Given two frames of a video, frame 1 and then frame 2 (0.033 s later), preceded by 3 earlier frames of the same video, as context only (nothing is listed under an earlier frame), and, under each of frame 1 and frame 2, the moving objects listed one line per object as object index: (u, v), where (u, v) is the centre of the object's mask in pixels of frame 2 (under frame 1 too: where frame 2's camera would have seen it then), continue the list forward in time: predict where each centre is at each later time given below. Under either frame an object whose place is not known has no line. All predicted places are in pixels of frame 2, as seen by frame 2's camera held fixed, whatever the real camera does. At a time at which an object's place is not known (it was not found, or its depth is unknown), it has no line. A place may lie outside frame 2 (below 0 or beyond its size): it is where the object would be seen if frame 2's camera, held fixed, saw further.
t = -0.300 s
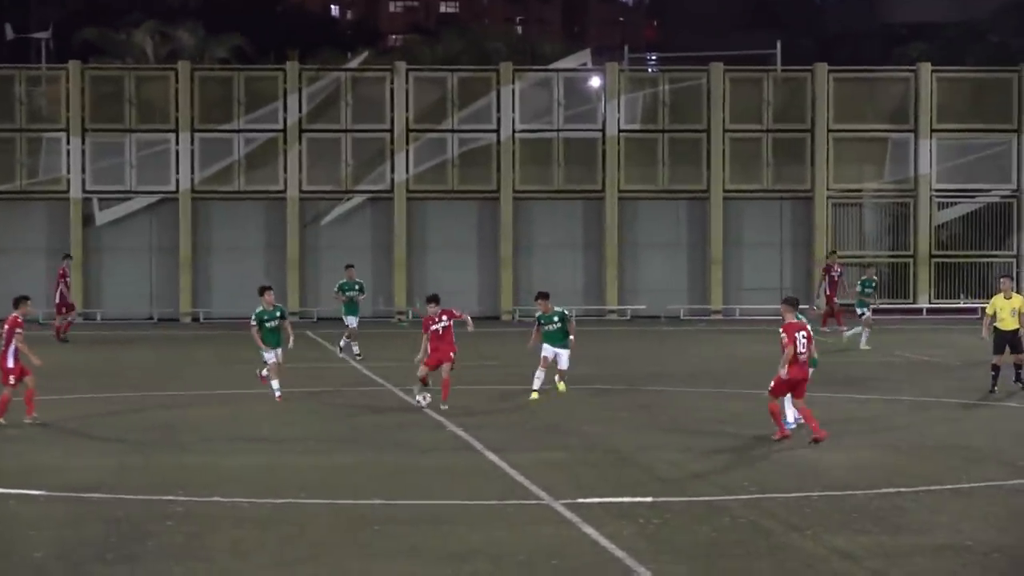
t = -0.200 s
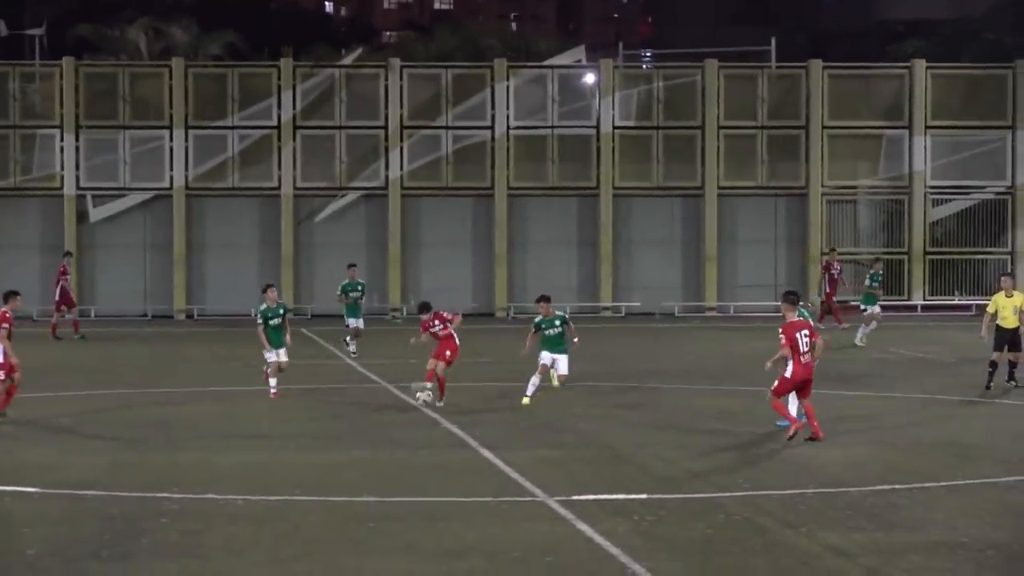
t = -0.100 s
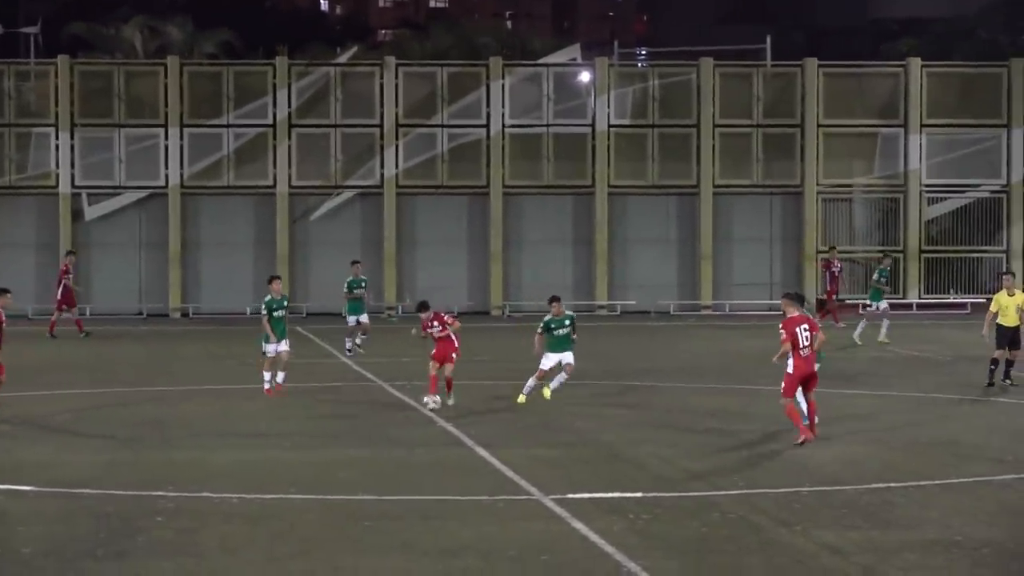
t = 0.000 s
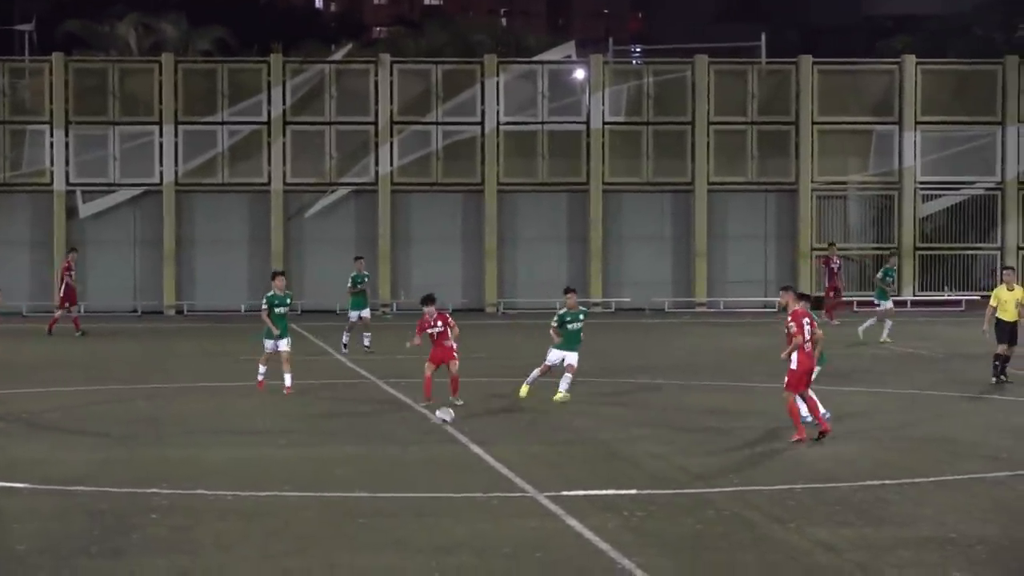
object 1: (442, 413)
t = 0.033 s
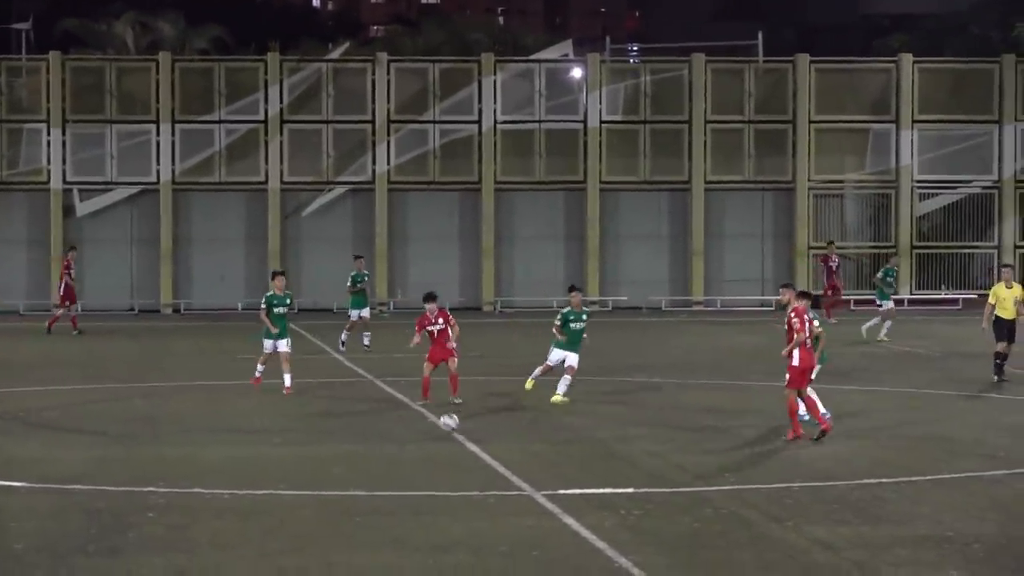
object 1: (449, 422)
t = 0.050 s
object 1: (453, 427)
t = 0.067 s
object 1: (457, 430)
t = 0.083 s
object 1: (460, 430)
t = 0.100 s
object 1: (464, 430)
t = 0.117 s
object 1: (468, 432)
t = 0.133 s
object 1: (472, 432)
